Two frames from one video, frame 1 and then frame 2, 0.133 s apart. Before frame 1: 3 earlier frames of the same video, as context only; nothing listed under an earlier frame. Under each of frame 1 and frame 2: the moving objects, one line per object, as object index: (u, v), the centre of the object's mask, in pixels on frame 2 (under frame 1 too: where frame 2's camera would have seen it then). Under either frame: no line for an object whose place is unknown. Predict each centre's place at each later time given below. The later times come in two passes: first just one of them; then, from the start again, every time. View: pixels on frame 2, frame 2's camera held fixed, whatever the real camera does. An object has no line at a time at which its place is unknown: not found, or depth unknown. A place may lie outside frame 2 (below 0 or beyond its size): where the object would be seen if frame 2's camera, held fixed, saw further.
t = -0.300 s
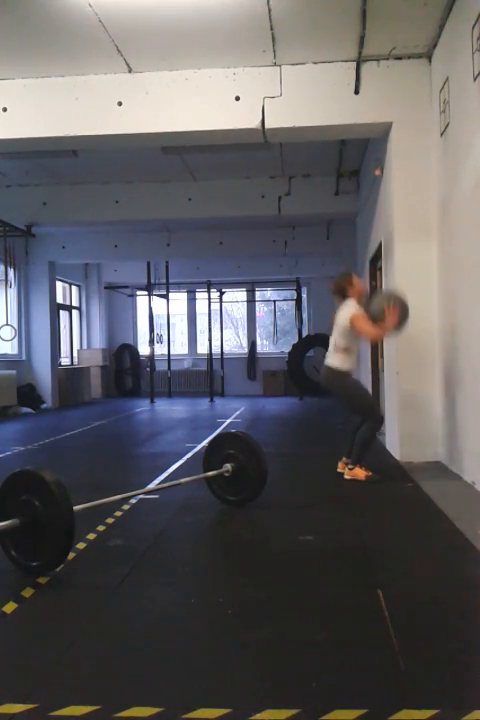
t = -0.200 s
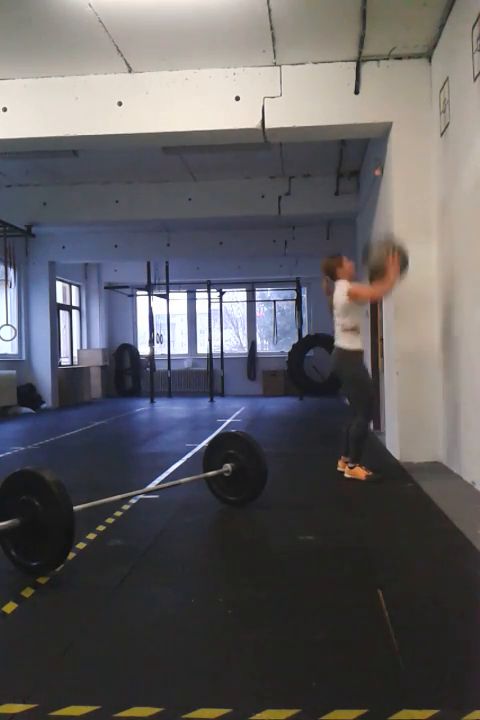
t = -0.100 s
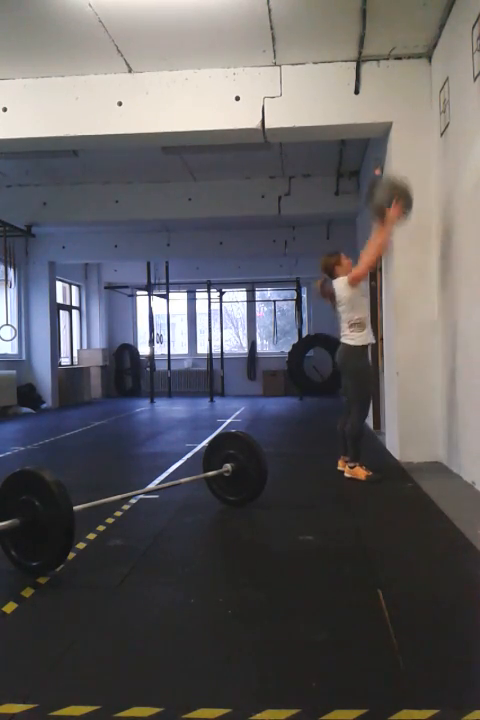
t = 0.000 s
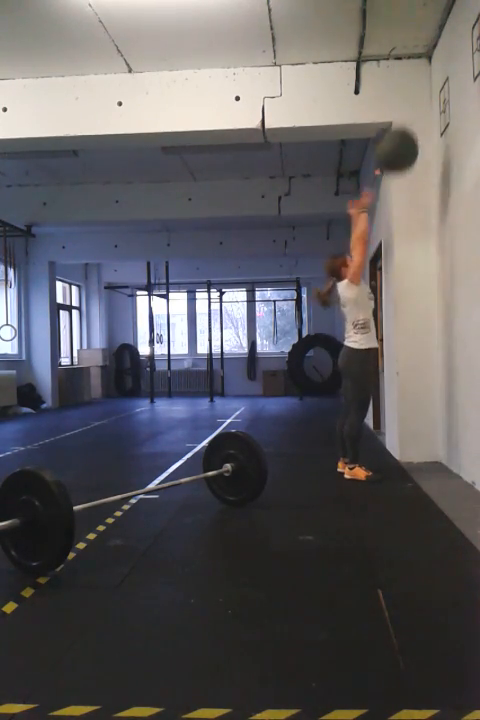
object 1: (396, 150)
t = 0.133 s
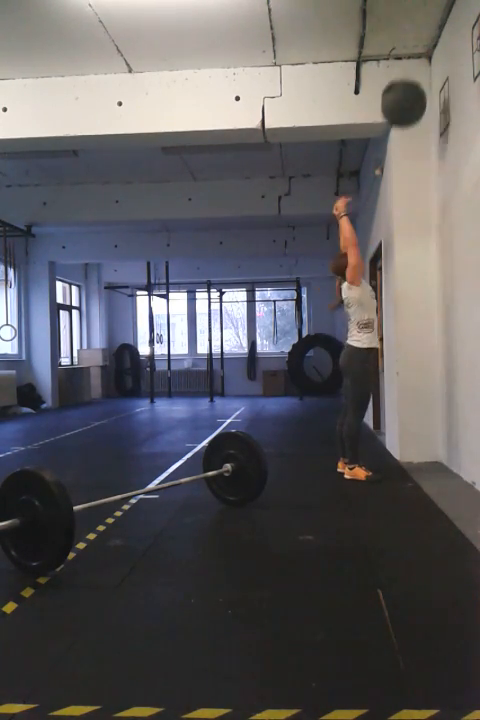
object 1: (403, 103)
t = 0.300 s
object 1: (413, 78)
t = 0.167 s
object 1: (405, 95)
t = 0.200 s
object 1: (407, 89)
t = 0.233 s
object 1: (409, 84)
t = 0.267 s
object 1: (411, 80)
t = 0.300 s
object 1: (413, 78)
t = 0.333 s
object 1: (415, 78)
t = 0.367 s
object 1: (417, 79)
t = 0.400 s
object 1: (419, 81)
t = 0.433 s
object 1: (421, 85)
